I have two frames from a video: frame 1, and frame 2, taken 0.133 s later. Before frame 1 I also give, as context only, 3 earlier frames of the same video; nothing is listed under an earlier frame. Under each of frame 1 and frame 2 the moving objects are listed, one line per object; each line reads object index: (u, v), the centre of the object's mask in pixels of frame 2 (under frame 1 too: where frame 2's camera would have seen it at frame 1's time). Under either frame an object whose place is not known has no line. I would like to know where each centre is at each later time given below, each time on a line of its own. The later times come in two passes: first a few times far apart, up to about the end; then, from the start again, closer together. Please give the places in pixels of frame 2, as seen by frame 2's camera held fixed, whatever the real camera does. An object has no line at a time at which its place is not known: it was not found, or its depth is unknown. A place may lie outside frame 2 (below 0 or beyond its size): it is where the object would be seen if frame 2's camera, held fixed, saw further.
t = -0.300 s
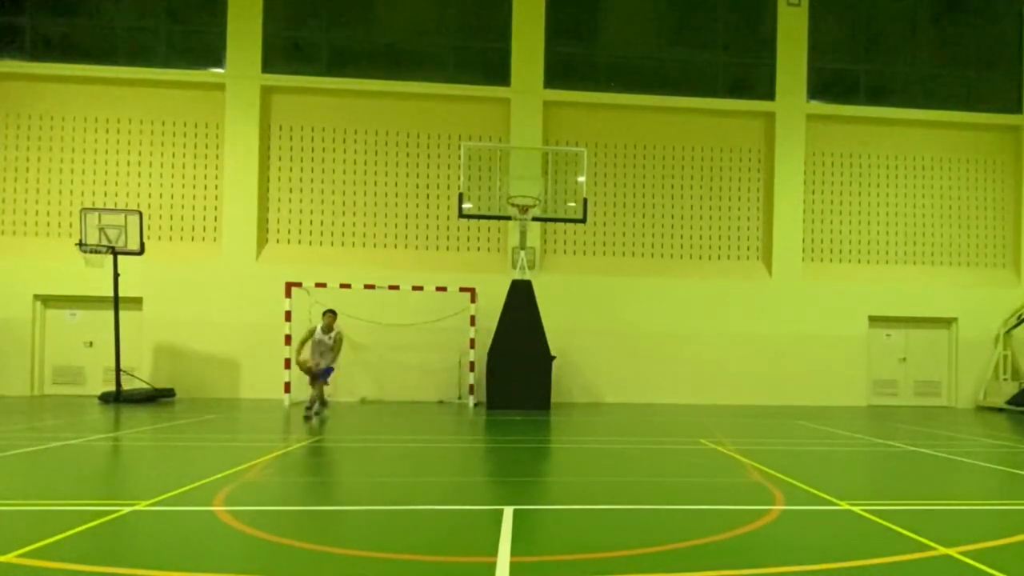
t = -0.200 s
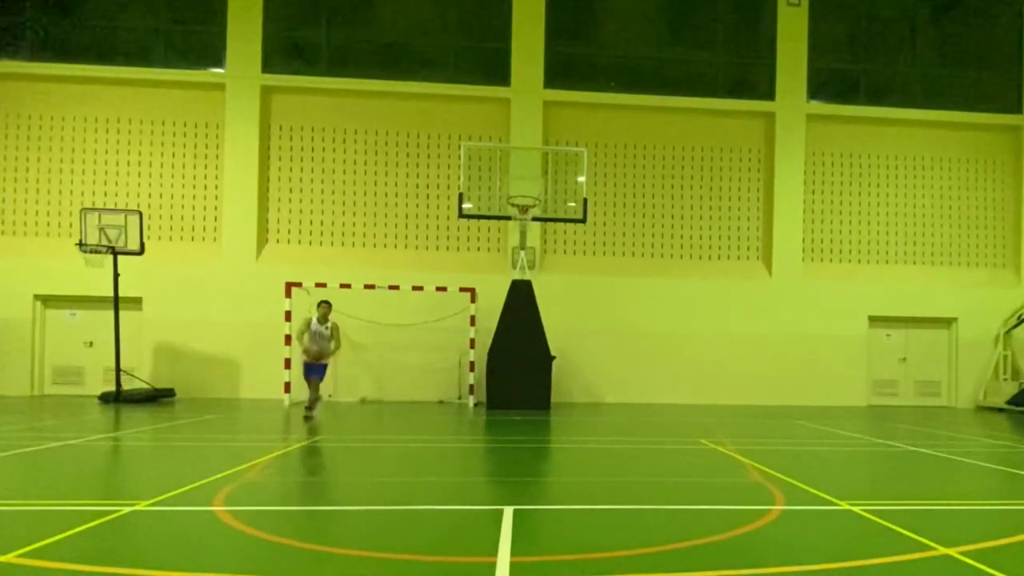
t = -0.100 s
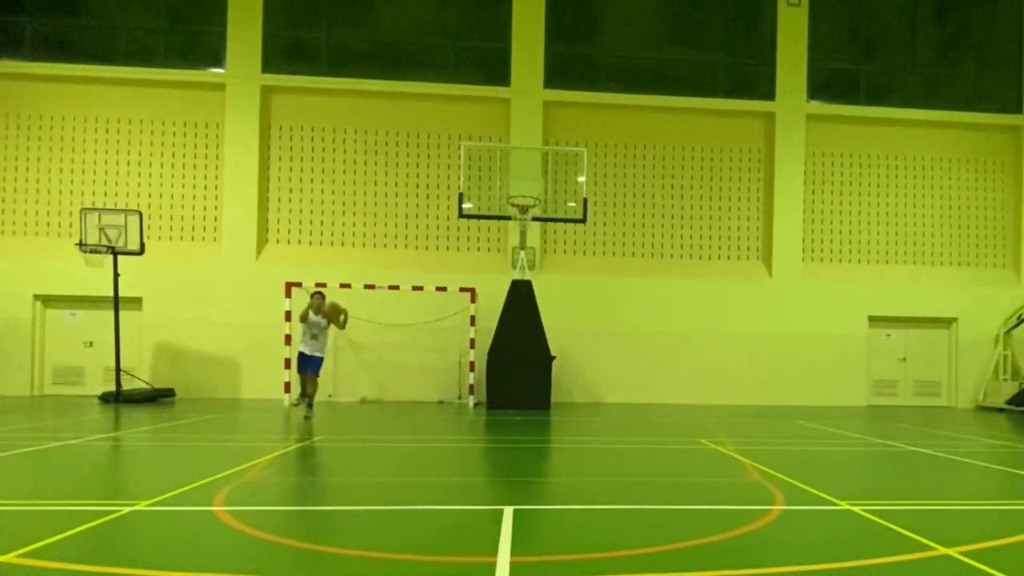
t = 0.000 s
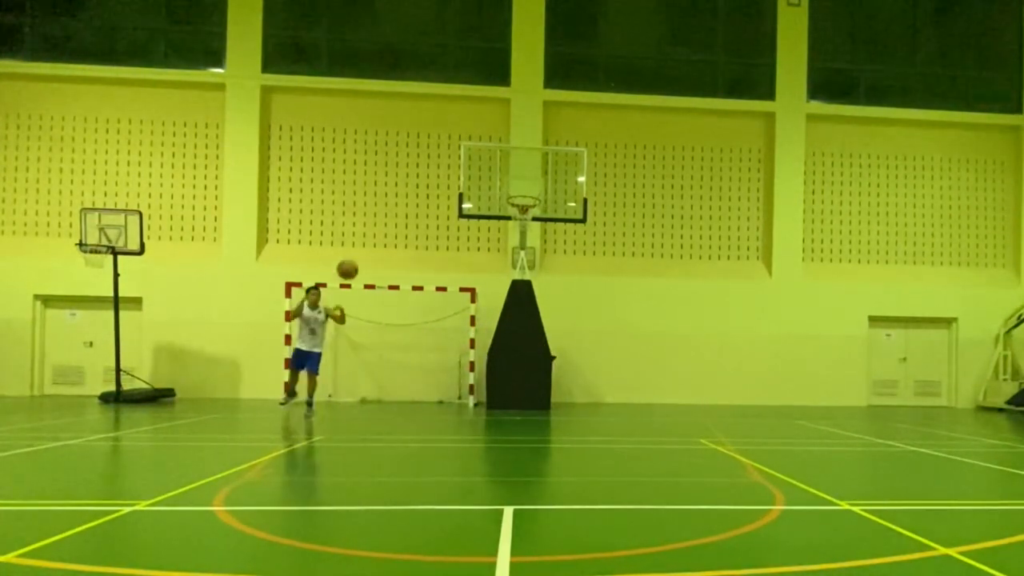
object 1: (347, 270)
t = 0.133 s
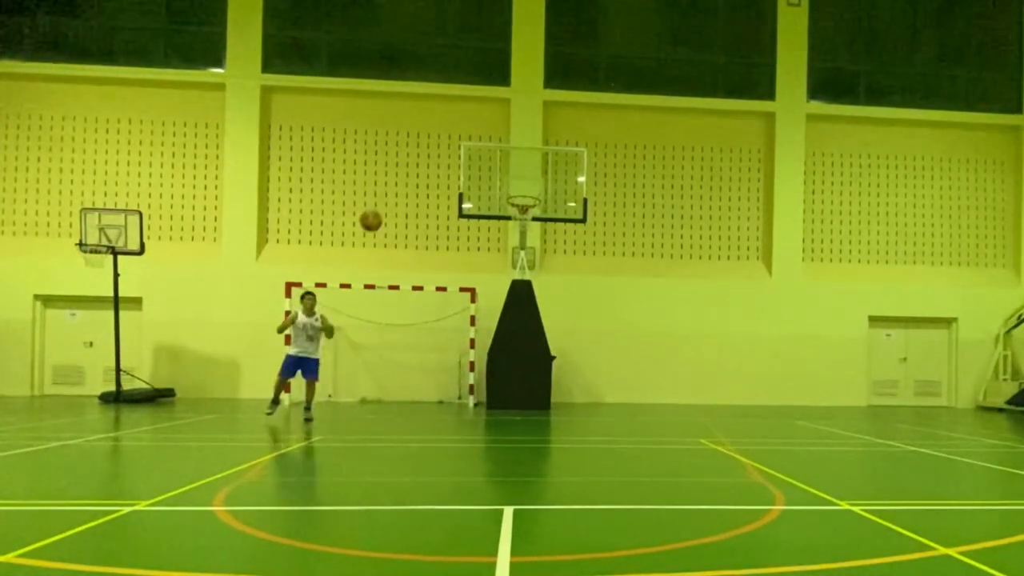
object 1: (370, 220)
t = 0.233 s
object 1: (389, 191)
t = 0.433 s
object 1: (433, 149)
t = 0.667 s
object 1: (496, 147)
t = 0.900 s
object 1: (579, 215)
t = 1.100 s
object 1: (673, 350)
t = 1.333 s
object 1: (772, 403)
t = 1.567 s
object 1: (808, 242)
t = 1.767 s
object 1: (837, 180)
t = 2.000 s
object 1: (870, 204)
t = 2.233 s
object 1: (904, 338)
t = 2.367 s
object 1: (924, 466)
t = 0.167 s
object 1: (376, 210)
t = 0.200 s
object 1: (383, 200)
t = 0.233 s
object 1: (389, 191)
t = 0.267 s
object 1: (396, 181)
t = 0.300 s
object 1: (403, 174)
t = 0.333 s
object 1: (410, 166)
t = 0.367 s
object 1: (418, 161)
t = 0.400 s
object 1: (425, 155)
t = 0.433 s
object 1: (433, 149)
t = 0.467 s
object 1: (441, 146)
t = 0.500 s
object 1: (449, 144)
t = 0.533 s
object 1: (458, 142)
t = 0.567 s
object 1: (467, 142)
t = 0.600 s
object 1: (476, 141)
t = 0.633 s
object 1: (486, 143)
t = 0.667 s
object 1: (496, 147)
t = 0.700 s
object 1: (507, 152)
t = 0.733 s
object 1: (516, 158)
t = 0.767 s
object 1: (529, 166)
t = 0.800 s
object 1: (539, 174)
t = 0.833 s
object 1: (552, 185)
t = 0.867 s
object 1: (564, 197)
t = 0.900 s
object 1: (579, 215)
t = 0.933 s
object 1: (592, 230)
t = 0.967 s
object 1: (606, 249)
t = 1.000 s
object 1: (623, 269)
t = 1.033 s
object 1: (639, 293)
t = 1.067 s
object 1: (655, 320)
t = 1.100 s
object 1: (673, 350)
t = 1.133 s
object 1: (693, 384)
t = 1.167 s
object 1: (713, 418)
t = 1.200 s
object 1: (734, 461)
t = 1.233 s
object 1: (756, 500)
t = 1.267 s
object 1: (762, 467)
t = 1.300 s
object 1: (766, 434)
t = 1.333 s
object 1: (772, 403)
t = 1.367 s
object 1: (777, 374)
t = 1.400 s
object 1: (782, 347)
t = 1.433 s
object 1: (788, 322)
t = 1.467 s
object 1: (793, 299)
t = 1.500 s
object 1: (797, 278)
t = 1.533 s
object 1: (803, 258)
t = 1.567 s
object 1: (808, 242)
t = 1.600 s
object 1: (813, 227)
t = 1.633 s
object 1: (818, 213)
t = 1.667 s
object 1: (822, 201)
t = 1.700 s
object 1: (827, 192)
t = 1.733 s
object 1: (832, 184)
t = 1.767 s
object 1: (837, 180)
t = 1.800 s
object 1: (842, 177)
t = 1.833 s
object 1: (846, 176)
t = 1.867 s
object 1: (851, 178)
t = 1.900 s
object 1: (855, 181)
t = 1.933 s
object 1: (860, 186)
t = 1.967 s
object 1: (865, 193)
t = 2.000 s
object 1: (870, 204)
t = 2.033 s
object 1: (875, 216)
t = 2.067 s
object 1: (879, 230)
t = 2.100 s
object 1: (884, 248)
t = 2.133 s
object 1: (889, 266)
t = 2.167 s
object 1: (894, 287)
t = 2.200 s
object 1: (898, 311)
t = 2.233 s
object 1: (904, 338)
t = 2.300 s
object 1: (913, 396)
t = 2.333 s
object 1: (918, 432)
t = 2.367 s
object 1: (924, 466)
